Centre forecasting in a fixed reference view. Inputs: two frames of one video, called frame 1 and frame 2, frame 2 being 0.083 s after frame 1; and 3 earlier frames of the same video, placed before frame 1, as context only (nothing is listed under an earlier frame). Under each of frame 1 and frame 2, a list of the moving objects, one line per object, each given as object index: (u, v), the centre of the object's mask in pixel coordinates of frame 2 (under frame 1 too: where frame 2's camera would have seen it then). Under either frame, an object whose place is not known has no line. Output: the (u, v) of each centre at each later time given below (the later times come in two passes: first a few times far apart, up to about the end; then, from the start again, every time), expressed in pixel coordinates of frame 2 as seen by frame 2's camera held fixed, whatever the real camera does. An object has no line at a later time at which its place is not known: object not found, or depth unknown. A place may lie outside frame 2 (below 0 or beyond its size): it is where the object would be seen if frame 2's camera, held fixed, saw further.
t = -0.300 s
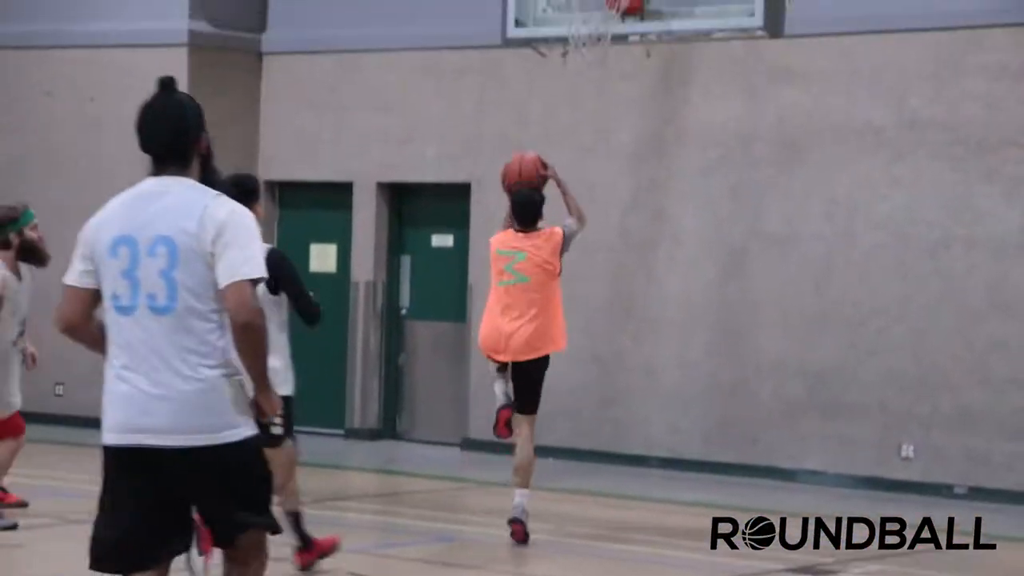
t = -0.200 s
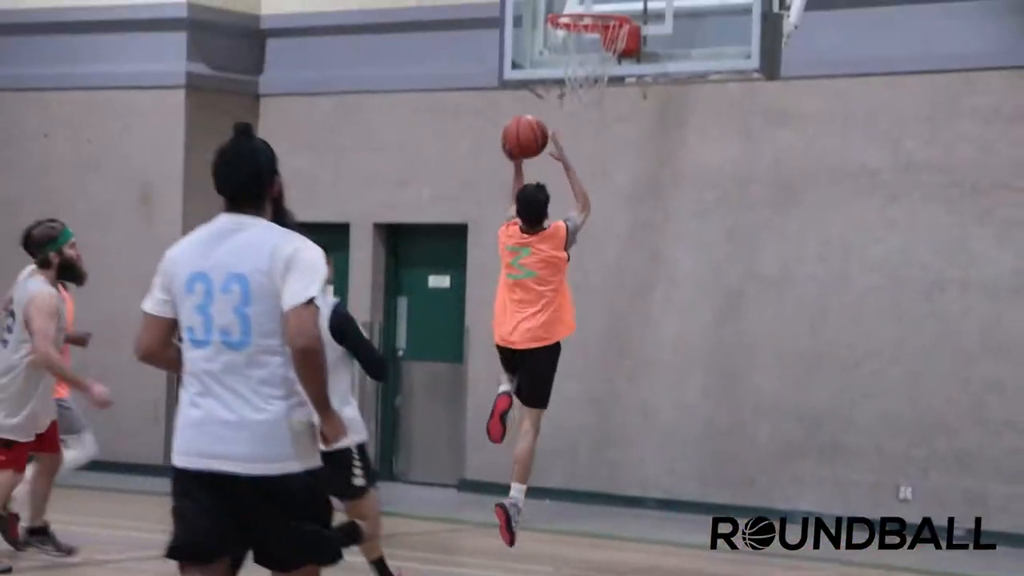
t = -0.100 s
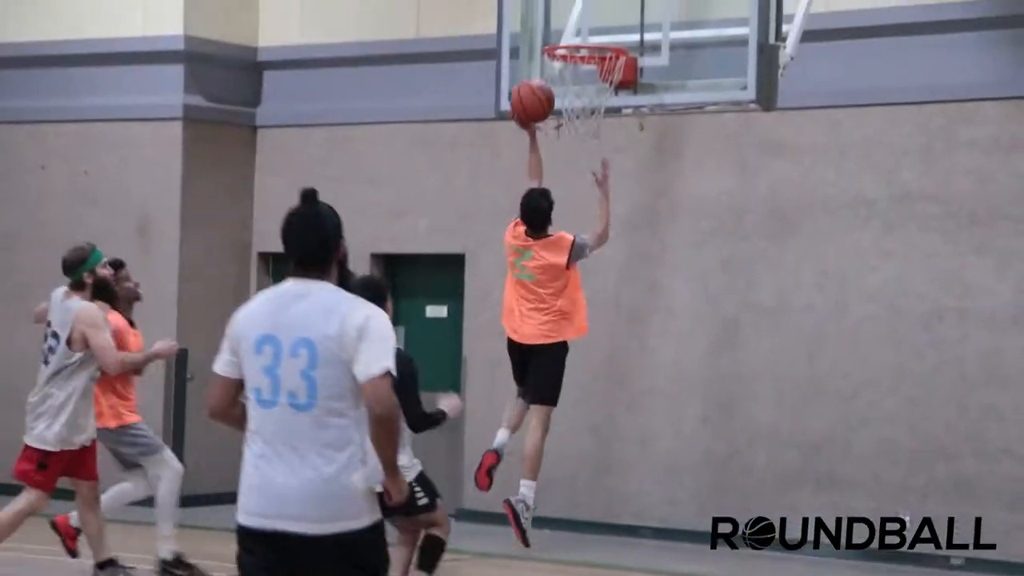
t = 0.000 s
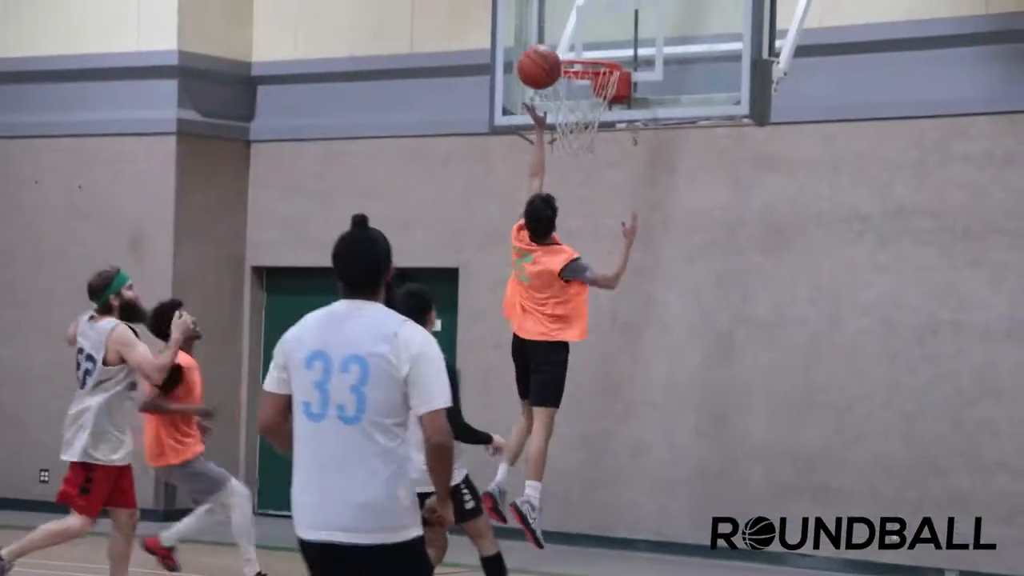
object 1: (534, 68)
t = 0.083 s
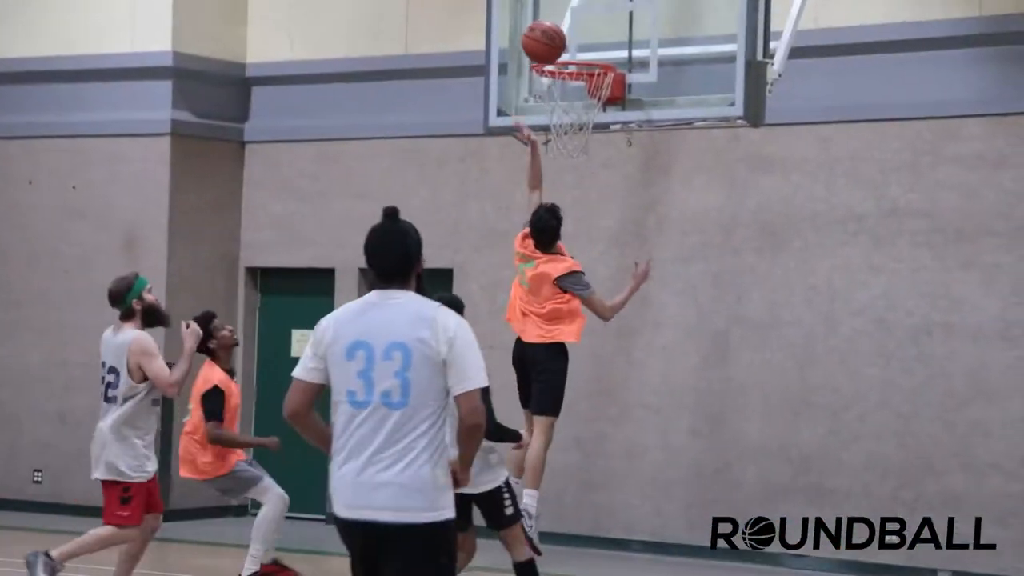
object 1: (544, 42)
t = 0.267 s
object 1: (565, 29)
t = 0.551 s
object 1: (582, 73)
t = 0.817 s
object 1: (580, 171)
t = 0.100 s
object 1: (546, 38)
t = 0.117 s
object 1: (548, 35)
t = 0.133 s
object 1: (550, 32)
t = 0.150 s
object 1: (552, 30)
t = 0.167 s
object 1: (554, 28)
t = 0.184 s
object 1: (556, 27)
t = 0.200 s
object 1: (557, 27)
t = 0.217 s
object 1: (559, 27)
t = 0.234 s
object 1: (561, 27)
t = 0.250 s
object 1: (563, 28)
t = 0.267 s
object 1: (565, 29)
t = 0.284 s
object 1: (567, 31)
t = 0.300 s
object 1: (569, 34)
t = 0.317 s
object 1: (570, 36)
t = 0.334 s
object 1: (572, 39)
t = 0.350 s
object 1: (573, 42)
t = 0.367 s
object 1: (574, 41)
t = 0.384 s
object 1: (574, 41)
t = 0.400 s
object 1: (575, 42)
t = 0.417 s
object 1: (576, 43)
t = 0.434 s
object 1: (577, 43)
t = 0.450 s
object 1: (578, 45)
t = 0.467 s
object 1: (578, 46)
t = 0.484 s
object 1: (579, 48)
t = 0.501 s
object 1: (579, 56)
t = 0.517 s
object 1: (580, 60)
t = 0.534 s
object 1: (581, 66)
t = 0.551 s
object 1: (582, 73)
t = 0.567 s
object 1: (582, 78)
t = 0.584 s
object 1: (583, 84)
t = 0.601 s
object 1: (584, 89)
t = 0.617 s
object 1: (584, 96)
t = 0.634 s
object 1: (584, 104)
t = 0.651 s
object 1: (585, 110)
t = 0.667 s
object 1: (585, 118)
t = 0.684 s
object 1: (585, 123)
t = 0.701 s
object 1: (584, 130)
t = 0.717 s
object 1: (584, 134)
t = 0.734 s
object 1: (581, 148)
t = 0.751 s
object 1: (581, 150)
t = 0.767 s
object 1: (582, 154)
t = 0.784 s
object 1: (582, 157)
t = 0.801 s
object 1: (581, 163)
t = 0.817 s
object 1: (580, 171)
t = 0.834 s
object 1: (580, 179)
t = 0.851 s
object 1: (579, 187)
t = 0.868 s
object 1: (578, 196)
